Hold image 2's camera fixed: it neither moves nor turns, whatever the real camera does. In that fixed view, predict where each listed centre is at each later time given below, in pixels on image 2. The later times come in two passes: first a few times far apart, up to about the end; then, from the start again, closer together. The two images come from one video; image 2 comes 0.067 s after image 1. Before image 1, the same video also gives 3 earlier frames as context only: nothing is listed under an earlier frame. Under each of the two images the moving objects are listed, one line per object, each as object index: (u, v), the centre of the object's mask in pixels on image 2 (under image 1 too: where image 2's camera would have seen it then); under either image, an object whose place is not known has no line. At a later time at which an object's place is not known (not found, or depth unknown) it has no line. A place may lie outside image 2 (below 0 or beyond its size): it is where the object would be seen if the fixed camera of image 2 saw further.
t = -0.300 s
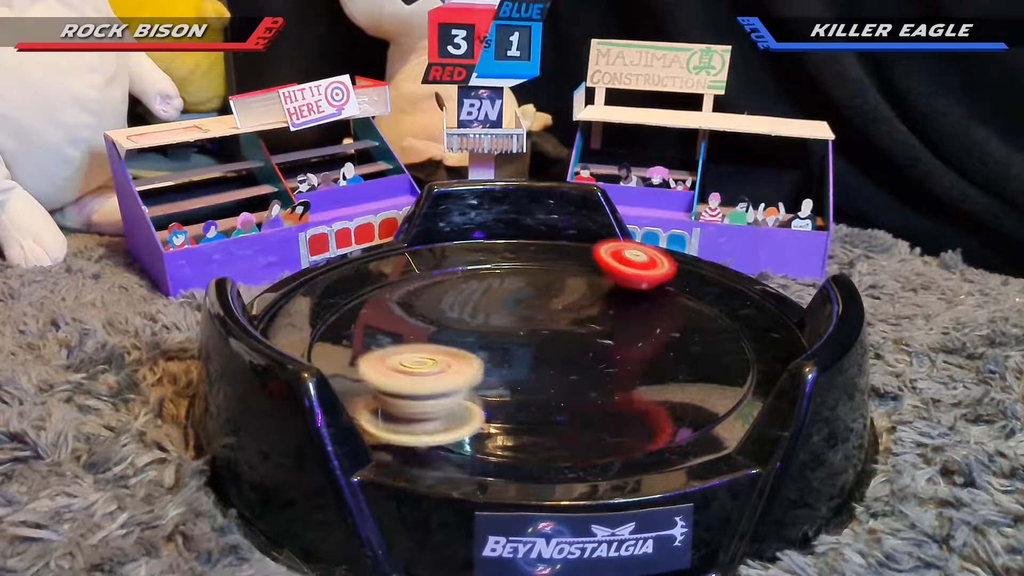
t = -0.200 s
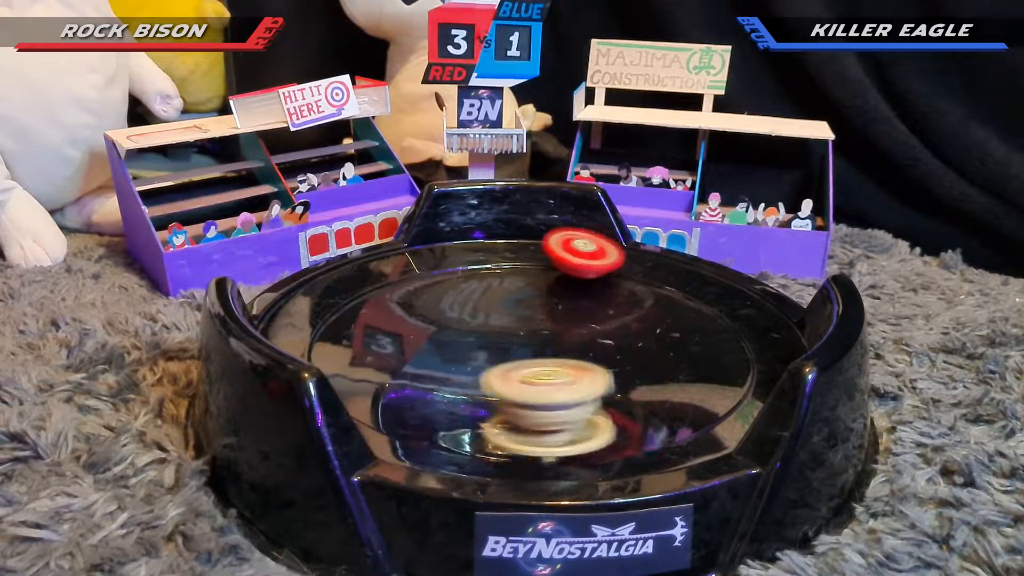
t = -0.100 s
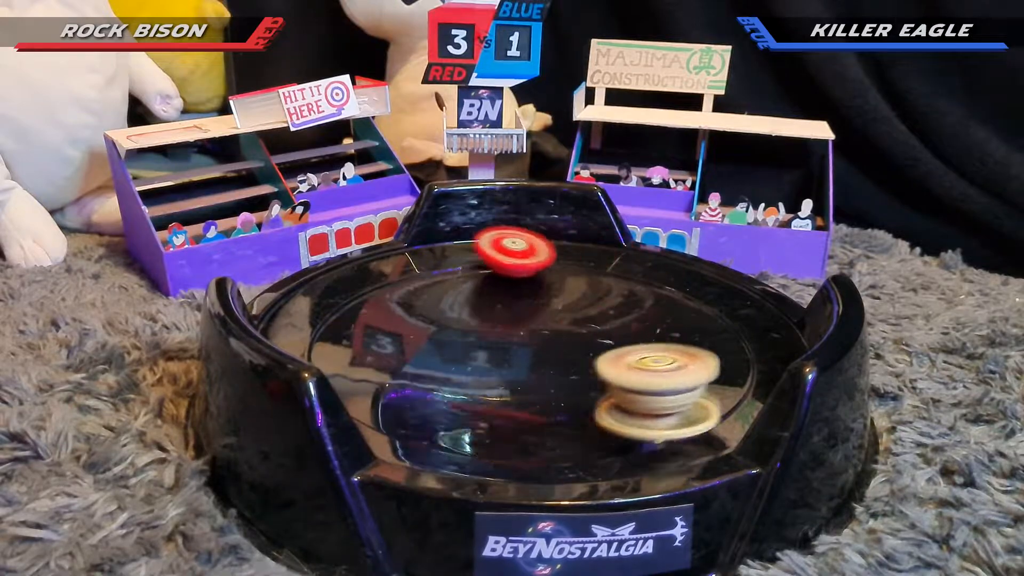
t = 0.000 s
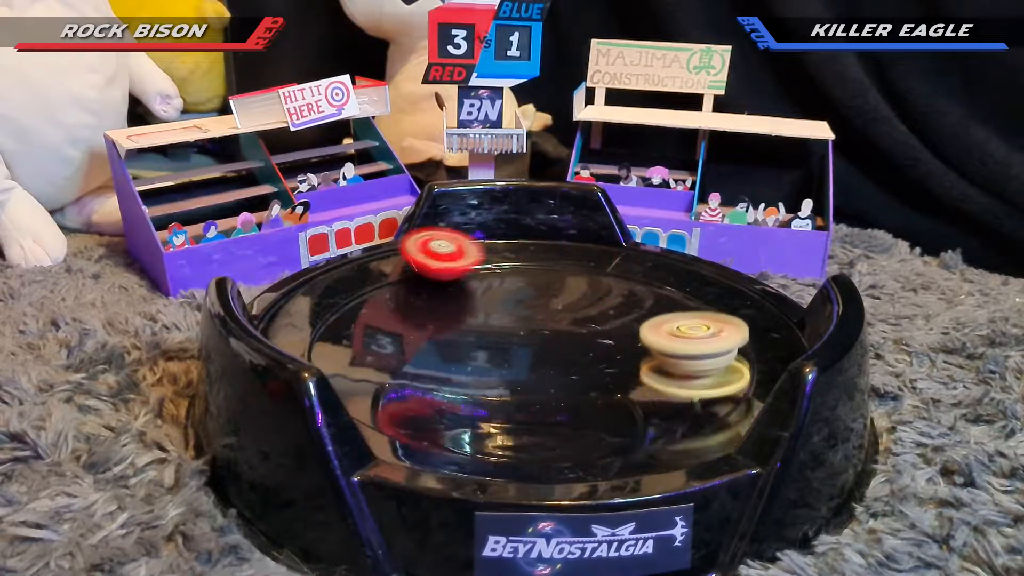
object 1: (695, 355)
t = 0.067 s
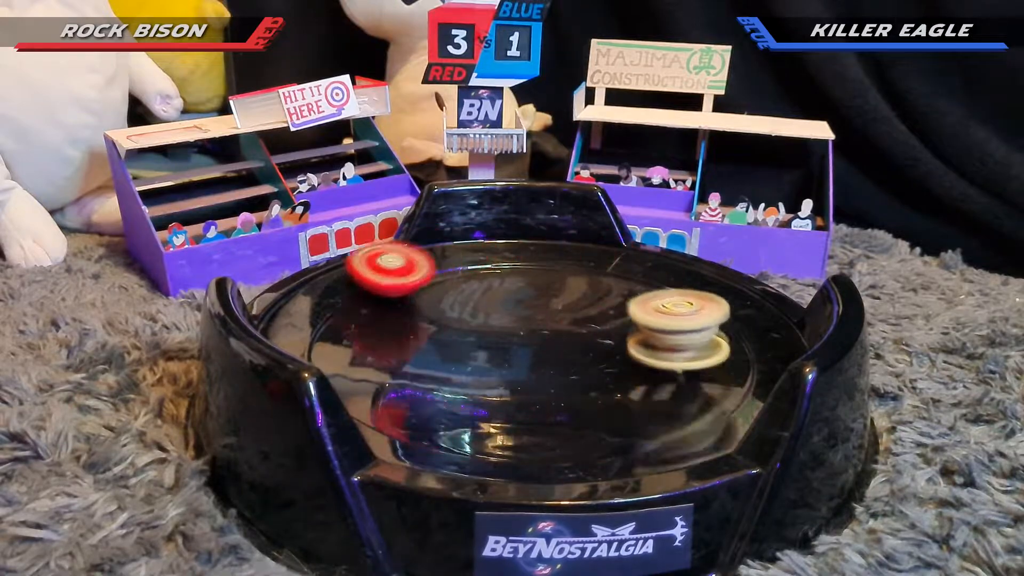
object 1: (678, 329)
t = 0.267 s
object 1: (531, 283)
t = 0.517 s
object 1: (346, 305)
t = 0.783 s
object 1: (482, 395)
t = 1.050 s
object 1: (686, 331)
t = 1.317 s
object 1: (575, 251)
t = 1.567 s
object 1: (413, 286)
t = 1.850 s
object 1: (490, 391)
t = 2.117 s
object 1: (727, 362)
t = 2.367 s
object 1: (656, 293)
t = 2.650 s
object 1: (440, 292)
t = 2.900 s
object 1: (363, 350)
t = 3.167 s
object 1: (559, 402)
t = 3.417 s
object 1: (673, 333)
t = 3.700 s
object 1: (555, 261)
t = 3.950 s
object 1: (422, 286)
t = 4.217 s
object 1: (520, 363)
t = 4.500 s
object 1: (696, 314)
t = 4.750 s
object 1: (627, 277)
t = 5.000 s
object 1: (490, 327)
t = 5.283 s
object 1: (589, 392)
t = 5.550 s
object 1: (711, 361)
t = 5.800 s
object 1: (589, 330)
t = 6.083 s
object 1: (417, 319)
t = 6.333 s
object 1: (416, 385)
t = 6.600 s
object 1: (605, 371)
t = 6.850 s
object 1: (668, 321)
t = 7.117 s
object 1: (572, 352)
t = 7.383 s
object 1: (525, 382)
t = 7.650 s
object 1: (528, 375)
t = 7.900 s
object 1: (479, 328)
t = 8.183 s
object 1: (450, 304)
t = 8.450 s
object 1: (561, 328)
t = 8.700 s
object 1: (649, 318)
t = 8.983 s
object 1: (577, 346)
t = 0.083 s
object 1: (670, 324)
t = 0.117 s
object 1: (650, 313)
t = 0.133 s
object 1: (639, 308)
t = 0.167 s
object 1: (615, 300)
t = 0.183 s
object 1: (601, 296)
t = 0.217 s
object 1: (574, 290)
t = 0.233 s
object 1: (560, 287)
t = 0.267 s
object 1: (531, 283)
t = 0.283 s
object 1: (516, 281)
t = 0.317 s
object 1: (487, 279)
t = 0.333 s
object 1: (473, 279)
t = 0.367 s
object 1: (445, 280)
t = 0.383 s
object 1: (431, 280)
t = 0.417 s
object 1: (406, 284)
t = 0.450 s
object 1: (382, 289)
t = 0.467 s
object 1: (372, 293)
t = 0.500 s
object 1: (354, 300)
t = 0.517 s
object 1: (346, 305)
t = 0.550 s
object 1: (336, 316)
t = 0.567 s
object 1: (334, 322)
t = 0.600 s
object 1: (335, 333)
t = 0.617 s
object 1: (343, 339)
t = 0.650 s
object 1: (359, 352)
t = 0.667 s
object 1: (369, 360)
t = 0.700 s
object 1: (393, 375)
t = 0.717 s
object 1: (407, 381)
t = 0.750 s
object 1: (443, 389)
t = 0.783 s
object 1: (482, 395)
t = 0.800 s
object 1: (503, 396)
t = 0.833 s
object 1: (542, 396)
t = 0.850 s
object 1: (560, 394)
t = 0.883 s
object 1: (595, 390)
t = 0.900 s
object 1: (611, 386)
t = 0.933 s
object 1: (639, 376)
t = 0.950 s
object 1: (651, 371)
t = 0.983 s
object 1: (669, 358)
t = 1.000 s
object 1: (676, 351)
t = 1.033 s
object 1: (684, 338)
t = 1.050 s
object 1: (686, 331)
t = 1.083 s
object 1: (686, 317)
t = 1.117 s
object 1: (680, 303)
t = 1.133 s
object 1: (676, 297)
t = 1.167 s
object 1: (664, 286)
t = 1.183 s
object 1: (656, 281)
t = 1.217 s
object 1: (639, 271)
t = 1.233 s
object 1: (630, 267)
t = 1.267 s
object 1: (609, 259)
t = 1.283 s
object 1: (598, 256)
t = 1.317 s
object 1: (575, 251)
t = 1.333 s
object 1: (564, 250)
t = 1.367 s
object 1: (540, 248)
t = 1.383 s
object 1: (527, 248)
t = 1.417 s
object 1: (503, 251)
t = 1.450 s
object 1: (479, 256)
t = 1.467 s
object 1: (468, 259)
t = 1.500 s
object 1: (447, 266)
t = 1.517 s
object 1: (437, 270)
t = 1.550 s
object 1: (420, 280)
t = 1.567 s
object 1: (413, 286)
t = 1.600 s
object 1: (402, 299)
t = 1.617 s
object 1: (398, 306)
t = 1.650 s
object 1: (394, 319)
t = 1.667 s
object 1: (394, 326)
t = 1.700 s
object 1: (399, 340)
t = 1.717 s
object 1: (403, 347)
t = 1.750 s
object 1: (416, 361)
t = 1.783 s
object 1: (435, 372)
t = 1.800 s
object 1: (447, 378)
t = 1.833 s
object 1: (475, 387)
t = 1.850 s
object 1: (490, 391)
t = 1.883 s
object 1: (521, 396)
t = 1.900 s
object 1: (539, 398)
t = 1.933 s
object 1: (575, 399)
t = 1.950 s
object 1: (592, 399)
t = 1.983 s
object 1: (628, 396)
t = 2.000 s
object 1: (644, 394)
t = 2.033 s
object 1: (674, 387)
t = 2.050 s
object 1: (688, 383)
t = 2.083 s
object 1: (711, 374)
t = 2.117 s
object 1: (727, 362)
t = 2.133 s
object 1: (733, 355)
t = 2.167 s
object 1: (739, 344)
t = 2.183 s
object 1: (740, 338)
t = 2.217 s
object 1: (736, 327)
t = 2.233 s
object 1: (731, 323)
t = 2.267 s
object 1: (717, 313)
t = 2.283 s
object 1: (709, 308)
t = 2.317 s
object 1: (689, 301)
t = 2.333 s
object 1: (679, 298)
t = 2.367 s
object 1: (656, 293)
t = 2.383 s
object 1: (644, 290)
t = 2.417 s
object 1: (618, 286)
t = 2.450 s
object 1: (592, 284)
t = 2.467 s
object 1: (579, 283)
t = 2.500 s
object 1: (552, 283)
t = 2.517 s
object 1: (538, 282)
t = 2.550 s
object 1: (511, 283)
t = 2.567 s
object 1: (499, 284)
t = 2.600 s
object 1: (474, 286)
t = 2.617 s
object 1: (462, 288)
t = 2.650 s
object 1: (440, 292)
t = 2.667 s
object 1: (429, 294)
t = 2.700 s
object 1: (409, 299)
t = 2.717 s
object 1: (399, 303)
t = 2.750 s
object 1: (383, 309)
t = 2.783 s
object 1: (370, 317)
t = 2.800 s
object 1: (365, 322)
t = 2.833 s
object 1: (358, 332)
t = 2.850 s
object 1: (357, 336)
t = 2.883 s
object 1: (360, 345)
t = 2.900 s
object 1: (363, 350)
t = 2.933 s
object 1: (374, 362)
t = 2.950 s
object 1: (383, 368)
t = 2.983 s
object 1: (397, 379)
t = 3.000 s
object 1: (406, 385)
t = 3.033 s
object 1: (429, 393)
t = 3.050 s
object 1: (442, 396)
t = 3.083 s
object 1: (475, 401)
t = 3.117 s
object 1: (509, 404)
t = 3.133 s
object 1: (526, 404)
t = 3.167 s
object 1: (559, 402)
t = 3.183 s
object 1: (574, 400)
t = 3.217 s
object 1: (602, 395)
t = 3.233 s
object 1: (614, 391)
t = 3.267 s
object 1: (636, 383)
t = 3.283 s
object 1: (645, 378)
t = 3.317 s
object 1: (659, 368)
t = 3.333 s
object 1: (664, 362)
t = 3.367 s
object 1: (671, 351)
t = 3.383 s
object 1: (673, 345)
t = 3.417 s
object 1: (673, 333)
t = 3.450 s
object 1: (669, 322)
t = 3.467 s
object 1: (665, 316)
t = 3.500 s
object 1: (656, 305)
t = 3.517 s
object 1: (650, 300)
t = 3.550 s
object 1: (637, 290)
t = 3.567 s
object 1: (629, 286)
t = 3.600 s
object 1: (613, 278)
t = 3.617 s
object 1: (604, 274)
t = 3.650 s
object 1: (585, 268)
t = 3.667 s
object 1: (576, 265)
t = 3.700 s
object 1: (555, 261)
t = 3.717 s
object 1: (545, 260)
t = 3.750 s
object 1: (523, 259)
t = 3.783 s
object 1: (501, 259)
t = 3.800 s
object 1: (491, 259)
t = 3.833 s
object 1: (471, 262)
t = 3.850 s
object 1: (463, 264)
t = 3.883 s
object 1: (449, 270)
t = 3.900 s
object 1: (441, 273)
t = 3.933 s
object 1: (428, 281)
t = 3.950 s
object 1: (422, 286)
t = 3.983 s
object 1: (414, 296)
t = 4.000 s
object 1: (411, 302)
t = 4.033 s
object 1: (410, 313)
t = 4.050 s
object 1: (411, 318)
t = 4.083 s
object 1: (417, 329)
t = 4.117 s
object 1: (432, 341)
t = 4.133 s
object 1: (441, 346)
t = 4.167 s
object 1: (471, 355)
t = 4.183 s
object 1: (487, 359)
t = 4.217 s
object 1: (520, 363)
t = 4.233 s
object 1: (535, 364)
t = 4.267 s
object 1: (563, 365)
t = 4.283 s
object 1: (577, 364)
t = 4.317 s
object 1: (602, 360)
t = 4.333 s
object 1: (613, 358)
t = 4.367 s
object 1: (636, 351)
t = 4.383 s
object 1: (647, 347)
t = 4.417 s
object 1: (665, 338)
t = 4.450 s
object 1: (680, 329)
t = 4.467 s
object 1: (686, 324)
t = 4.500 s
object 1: (696, 314)
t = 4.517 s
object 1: (700, 309)
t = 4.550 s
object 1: (702, 299)
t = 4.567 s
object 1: (702, 295)
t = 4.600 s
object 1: (698, 287)
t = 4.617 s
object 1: (694, 283)
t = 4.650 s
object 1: (683, 278)
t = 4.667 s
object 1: (676, 276)
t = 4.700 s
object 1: (659, 275)
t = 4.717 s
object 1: (648, 275)
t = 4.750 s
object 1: (627, 277)
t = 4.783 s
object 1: (607, 279)
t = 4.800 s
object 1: (596, 282)
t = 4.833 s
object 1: (575, 288)
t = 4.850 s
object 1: (565, 291)
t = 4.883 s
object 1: (545, 299)
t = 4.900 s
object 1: (535, 302)
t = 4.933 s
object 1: (518, 310)
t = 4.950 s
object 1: (510, 314)
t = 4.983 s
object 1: (495, 322)
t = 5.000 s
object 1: (490, 327)
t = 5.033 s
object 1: (477, 335)
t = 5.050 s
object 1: (472, 339)
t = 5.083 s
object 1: (462, 347)
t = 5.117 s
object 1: (456, 355)
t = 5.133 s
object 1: (456, 360)
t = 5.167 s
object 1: (487, 372)
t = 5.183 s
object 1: (504, 378)
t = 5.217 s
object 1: (535, 385)
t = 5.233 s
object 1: (551, 388)
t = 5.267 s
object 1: (576, 391)
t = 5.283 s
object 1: (589, 392)
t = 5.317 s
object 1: (614, 392)
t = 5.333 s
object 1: (626, 393)
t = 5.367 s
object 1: (650, 391)
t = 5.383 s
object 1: (661, 390)
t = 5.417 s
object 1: (683, 387)
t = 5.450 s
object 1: (697, 380)
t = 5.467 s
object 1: (700, 378)
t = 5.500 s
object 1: (707, 370)
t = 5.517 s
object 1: (709, 367)
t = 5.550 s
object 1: (711, 361)
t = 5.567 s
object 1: (709, 357)
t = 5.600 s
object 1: (701, 352)
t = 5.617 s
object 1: (696, 348)
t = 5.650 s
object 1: (681, 343)
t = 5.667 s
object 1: (672, 341)
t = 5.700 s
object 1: (653, 337)
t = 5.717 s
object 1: (643, 336)
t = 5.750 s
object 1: (622, 333)
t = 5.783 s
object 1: (600, 331)
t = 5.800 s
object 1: (589, 330)
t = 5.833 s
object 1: (567, 328)
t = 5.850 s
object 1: (557, 327)
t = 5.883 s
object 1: (535, 325)
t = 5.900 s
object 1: (525, 324)
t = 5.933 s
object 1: (503, 322)
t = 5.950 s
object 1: (493, 322)
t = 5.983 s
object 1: (472, 320)
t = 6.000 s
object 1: (463, 320)
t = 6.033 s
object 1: (443, 319)
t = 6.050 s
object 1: (434, 319)
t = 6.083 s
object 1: (417, 319)
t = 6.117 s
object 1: (399, 320)
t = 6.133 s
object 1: (375, 324)
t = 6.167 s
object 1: (334, 329)
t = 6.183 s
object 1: (324, 328)
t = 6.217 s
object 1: (322, 332)
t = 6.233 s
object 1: (331, 341)
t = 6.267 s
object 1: (359, 358)
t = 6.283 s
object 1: (370, 365)
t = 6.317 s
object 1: (398, 381)
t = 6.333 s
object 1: (416, 385)
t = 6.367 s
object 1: (453, 390)
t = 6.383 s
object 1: (470, 392)
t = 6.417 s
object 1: (501, 393)
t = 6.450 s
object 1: (527, 392)
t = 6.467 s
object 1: (539, 391)
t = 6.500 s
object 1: (560, 387)
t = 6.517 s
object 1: (568, 385)
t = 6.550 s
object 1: (584, 380)
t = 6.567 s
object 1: (592, 377)
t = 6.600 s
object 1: (605, 371)
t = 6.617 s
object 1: (611, 368)
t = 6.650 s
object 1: (622, 362)
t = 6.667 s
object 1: (628, 358)
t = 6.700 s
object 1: (638, 351)
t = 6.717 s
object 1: (643, 348)
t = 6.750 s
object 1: (651, 341)
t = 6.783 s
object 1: (658, 333)
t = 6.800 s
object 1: (661, 330)
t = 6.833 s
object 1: (666, 324)
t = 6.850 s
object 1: (668, 321)
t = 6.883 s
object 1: (666, 319)
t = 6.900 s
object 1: (663, 321)
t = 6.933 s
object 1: (649, 326)
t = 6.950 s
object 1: (642, 331)
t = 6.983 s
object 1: (626, 336)
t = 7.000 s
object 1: (619, 339)
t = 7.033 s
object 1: (603, 344)
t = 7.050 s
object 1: (597, 346)
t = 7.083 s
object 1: (583, 349)
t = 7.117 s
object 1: (572, 352)
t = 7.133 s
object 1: (567, 353)
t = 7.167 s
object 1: (559, 357)
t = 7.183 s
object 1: (556, 358)
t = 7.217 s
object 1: (551, 362)
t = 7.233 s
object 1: (548, 364)
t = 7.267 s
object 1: (541, 369)
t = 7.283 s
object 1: (538, 371)
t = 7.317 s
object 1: (532, 375)
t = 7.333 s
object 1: (530, 376)
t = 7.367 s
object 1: (526, 380)
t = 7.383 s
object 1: (525, 382)
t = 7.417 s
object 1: (524, 385)
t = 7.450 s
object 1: (524, 386)
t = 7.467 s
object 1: (524, 386)
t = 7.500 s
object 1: (525, 387)
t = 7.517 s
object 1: (526, 387)
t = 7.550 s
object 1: (527, 386)
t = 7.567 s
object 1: (528, 384)
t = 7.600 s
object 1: (529, 381)
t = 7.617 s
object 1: (529, 380)
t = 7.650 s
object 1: (528, 375)
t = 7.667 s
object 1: (527, 372)
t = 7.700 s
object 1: (523, 366)
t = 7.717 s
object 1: (520, 363)
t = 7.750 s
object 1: (514, 357)
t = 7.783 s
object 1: (503, 350)
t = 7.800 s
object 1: (499, 347)
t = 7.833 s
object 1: (492, 340)
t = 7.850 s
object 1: (488, 337)
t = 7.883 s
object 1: (482, 330)
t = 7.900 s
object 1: (479, 328)
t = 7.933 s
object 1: (473, 322)
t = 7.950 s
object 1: (470, 318)
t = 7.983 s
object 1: (464, 312)
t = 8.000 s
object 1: (461, 309)
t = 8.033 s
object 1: (455, 304)
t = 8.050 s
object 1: (452, 303)
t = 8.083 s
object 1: (448, 301)
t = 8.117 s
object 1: (446, 300)
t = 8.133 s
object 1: (446, 300)
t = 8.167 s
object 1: (448, 303)
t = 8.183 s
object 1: (450, 304)
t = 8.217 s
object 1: (457, 308)
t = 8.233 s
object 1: (462, 311)
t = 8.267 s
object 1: (475, 316)
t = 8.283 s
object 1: (482, 318)
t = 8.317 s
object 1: (498, 321)
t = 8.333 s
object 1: (505, 323)
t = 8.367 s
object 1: (521, 325)
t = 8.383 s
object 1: (530, 327)
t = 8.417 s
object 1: (546, 328)
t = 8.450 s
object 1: (561, 328)
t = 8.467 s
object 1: (570, 329)
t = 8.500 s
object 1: (586, 329)
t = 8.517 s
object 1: (593, 328)
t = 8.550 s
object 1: (609, 327)
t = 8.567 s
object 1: (615, 326)
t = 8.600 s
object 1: (629, 324)
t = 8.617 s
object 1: (634, 323)
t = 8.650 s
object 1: (643, 320)
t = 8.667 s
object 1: (646, 319)
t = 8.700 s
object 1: (649, 318)
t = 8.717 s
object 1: (649, 317)
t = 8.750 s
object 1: (647, 317)
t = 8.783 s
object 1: (643, 318)
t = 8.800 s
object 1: (640, 319)
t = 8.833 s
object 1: (632, 322)
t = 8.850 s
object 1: (626, 324)
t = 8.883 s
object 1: (615, 328)
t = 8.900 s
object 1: (609, 330)
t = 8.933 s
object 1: (595, 337)
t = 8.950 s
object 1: (589, 340)
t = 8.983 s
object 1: (577, 346)
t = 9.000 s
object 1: (570, 349)
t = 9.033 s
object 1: (558, 355)
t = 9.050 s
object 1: (554, 358)
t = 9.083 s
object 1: (541, 363)
